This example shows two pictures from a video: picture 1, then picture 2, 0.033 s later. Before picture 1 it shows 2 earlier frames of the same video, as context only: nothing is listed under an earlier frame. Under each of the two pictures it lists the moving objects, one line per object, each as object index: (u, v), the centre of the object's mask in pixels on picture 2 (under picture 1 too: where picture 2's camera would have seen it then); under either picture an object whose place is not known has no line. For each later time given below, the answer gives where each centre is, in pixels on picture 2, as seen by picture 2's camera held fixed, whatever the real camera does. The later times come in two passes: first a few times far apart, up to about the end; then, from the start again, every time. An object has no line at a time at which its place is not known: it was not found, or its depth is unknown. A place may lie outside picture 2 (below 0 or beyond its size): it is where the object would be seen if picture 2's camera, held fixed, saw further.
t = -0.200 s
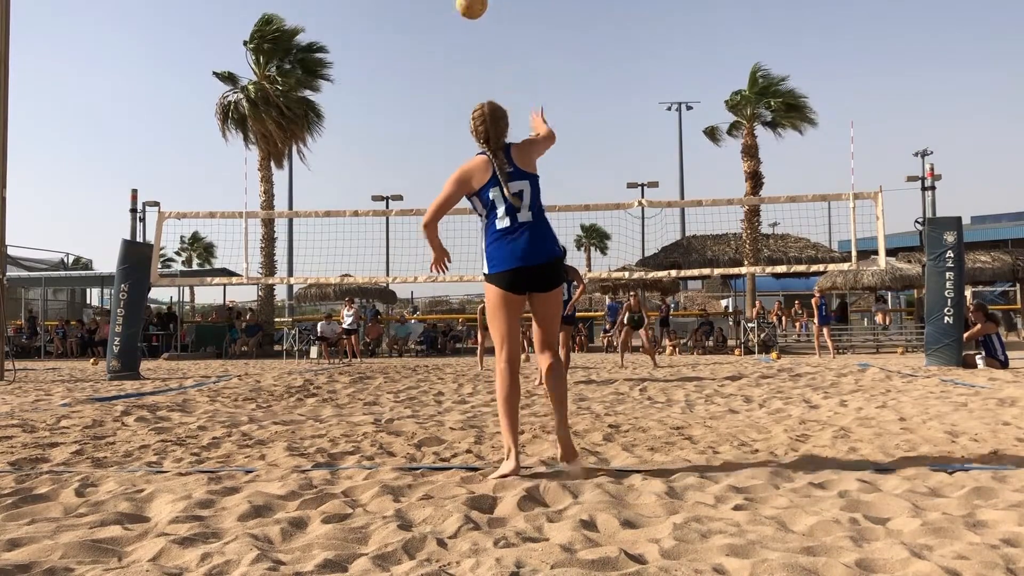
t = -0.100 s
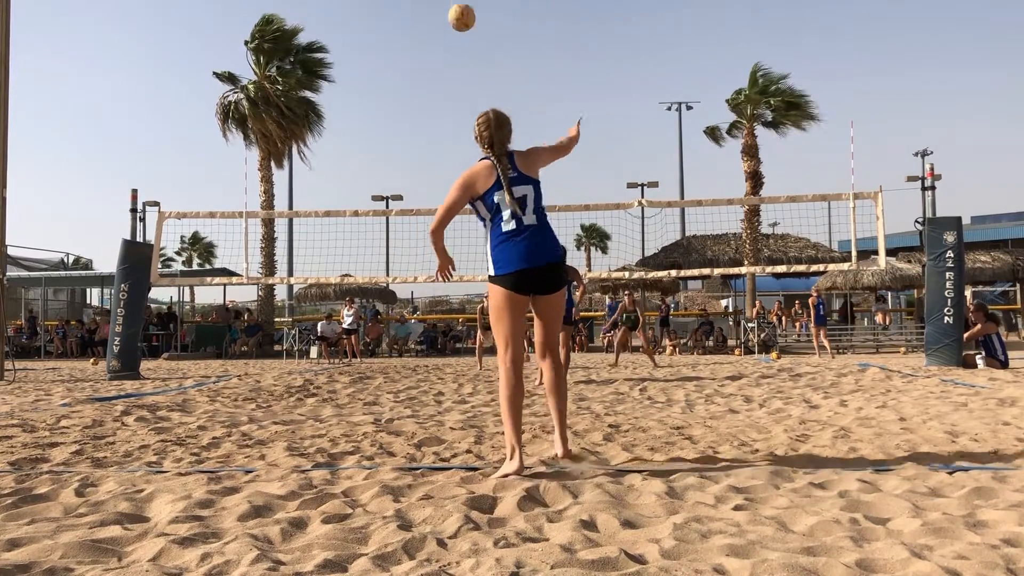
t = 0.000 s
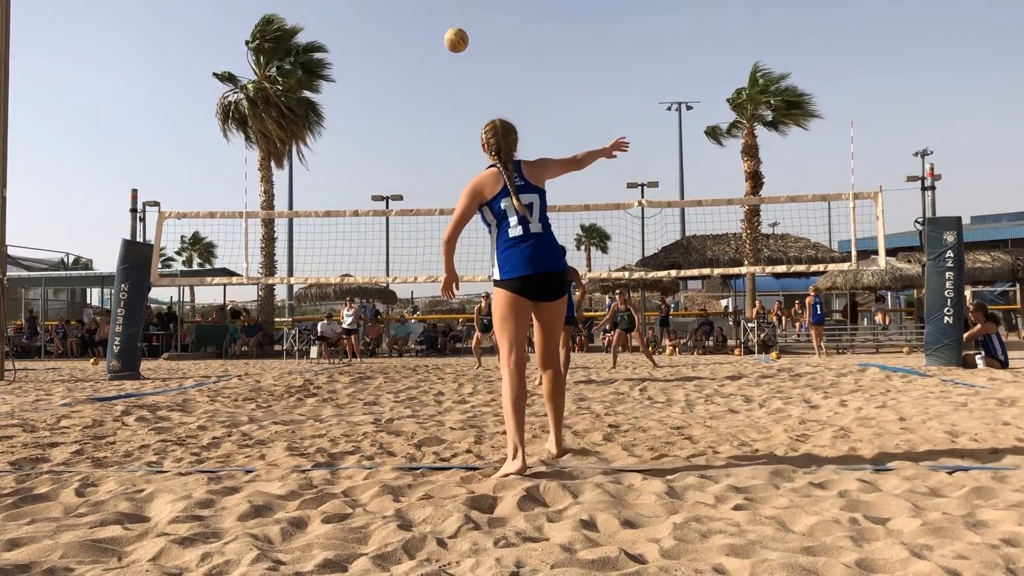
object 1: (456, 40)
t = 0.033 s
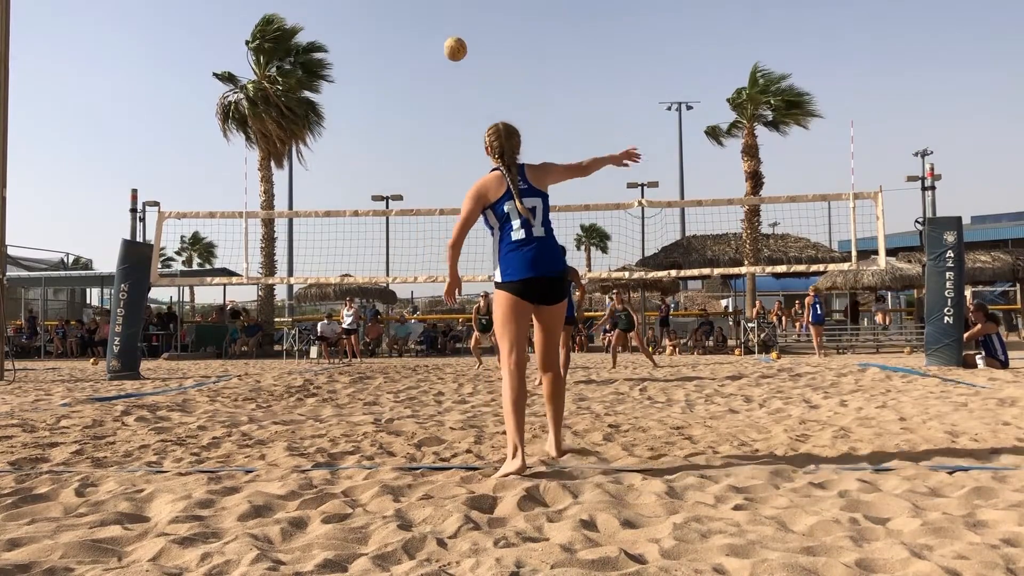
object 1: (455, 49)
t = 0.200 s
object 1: (453, 102)
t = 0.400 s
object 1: (451, 175)
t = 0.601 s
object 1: (447, 202)
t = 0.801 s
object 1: (441, 220)
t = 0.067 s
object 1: (454, 59)
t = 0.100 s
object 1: (454, 69)
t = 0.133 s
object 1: (453, 80)
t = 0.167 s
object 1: (453, 91)
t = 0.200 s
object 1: (453, 102)
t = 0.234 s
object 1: (452, 114)
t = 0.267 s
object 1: (452, 126)
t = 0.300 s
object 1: (452, 138)
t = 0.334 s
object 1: (451, 150)
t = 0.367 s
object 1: (451, 162)
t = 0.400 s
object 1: (451, 175)
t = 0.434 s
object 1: (451, 188)
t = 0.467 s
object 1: (451, 201)
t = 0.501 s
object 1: (451, 205)
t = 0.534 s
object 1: (449, 203)
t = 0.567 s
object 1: (448, 202)
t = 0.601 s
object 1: (447, 202)
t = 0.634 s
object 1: (446, 203)
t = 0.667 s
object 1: (445, 203)
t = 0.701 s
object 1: (444, 203)
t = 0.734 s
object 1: (443, 215)
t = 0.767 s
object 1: (442, 217)
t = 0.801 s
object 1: (441, 220)
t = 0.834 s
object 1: (440, 225)
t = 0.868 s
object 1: (441, 230)
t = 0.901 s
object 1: (439, 237)
